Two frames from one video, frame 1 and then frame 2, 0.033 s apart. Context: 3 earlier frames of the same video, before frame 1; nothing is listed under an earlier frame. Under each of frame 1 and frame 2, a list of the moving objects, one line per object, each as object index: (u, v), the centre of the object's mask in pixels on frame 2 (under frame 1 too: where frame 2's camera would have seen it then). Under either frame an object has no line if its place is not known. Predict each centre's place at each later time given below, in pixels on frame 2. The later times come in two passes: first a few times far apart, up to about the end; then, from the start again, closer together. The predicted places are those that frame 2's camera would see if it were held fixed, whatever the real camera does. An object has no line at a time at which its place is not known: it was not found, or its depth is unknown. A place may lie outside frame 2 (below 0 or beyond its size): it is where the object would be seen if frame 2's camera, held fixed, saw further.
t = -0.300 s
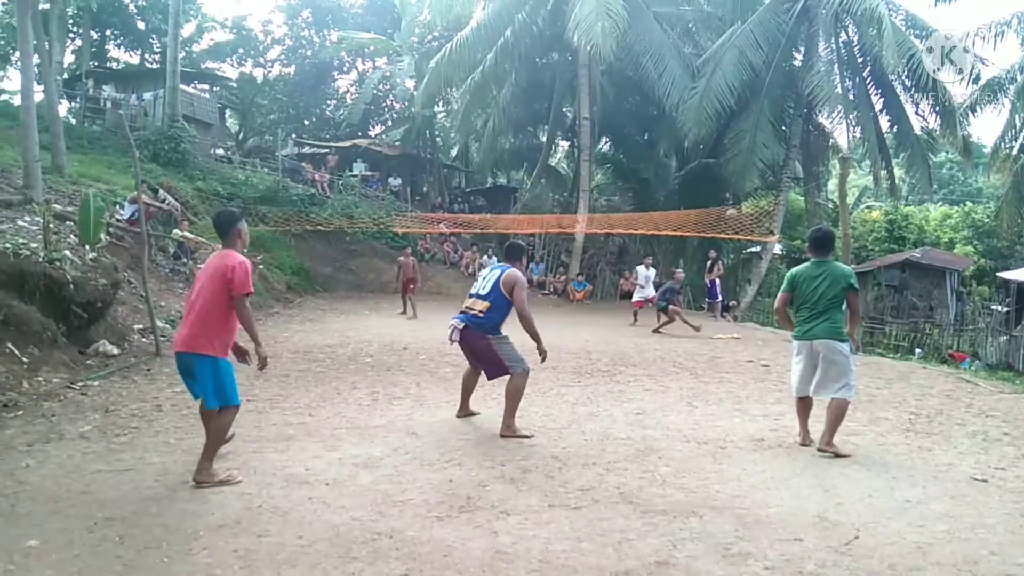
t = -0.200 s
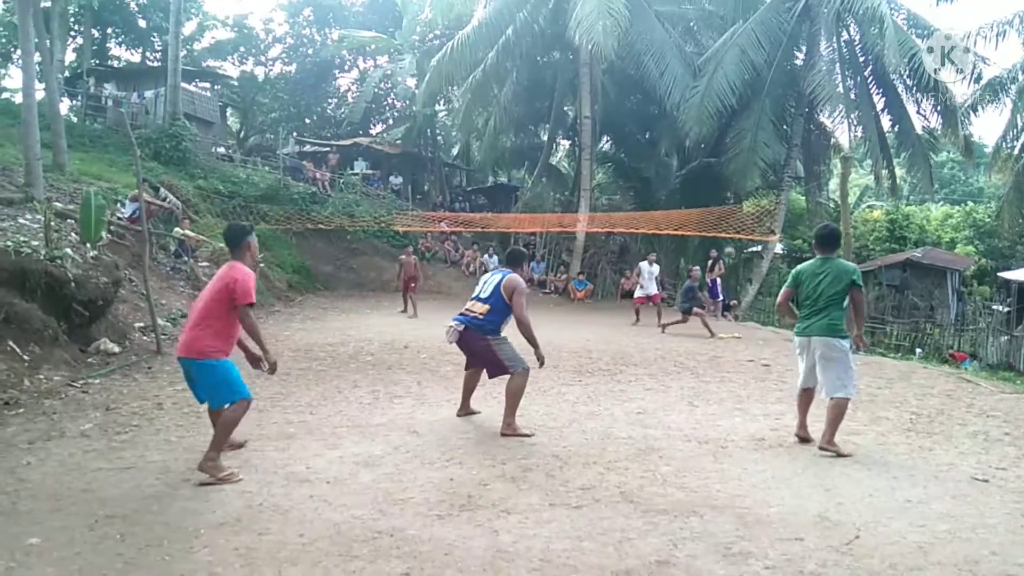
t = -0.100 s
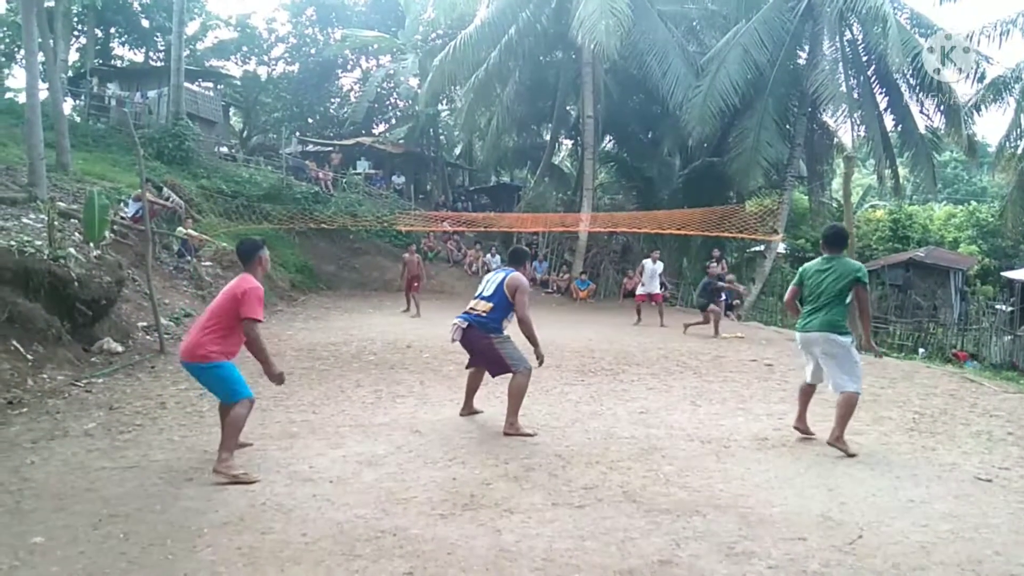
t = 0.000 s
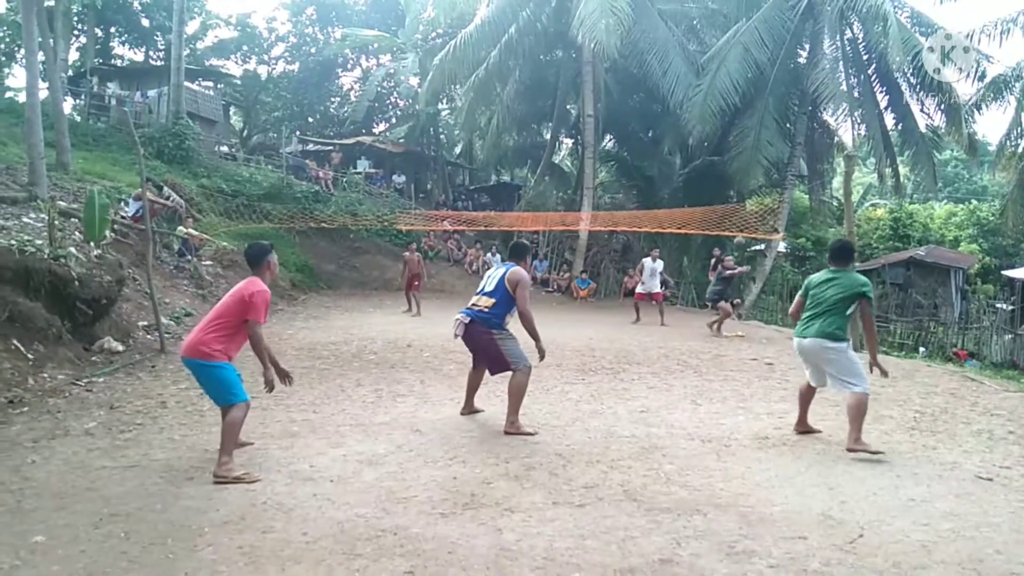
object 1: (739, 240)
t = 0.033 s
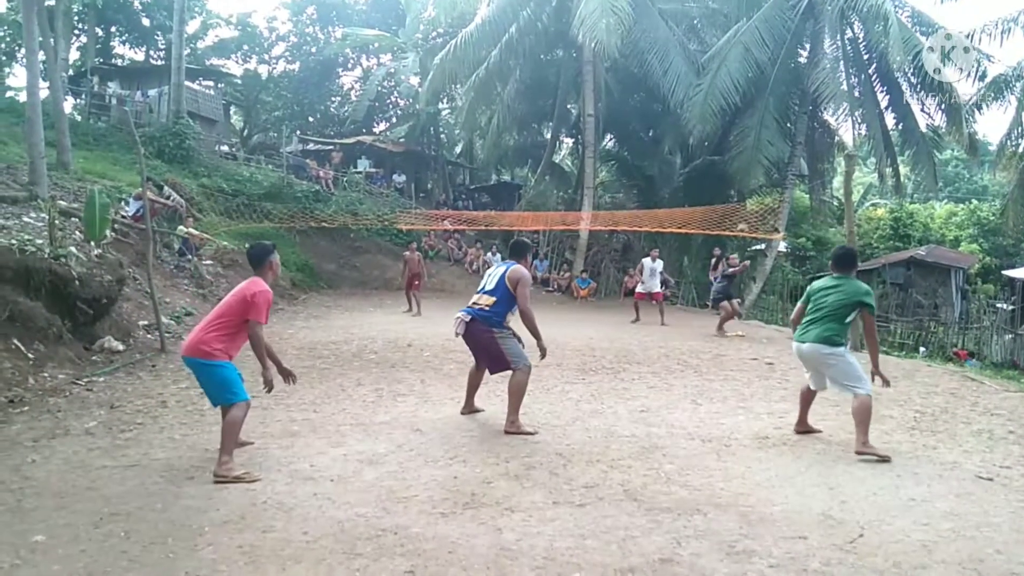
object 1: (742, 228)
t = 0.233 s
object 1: (763, 162)
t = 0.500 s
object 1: (803, 97)
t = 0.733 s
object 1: (859, 89)
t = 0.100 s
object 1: (747, 205)
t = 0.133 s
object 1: (752, 194)
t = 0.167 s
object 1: (756, 182)
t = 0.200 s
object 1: (759, 172)
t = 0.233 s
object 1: (763, 162)
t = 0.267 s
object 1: (767, 151)
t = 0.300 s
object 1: (771, 142)
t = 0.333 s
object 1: (776, 133)
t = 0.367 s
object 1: (782, 126)
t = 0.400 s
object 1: (786, 117)
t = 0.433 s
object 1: (792, 110)
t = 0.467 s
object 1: (797, 103)
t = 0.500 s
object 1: (803, 97)
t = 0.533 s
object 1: (810, 92)
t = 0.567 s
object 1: (814, 90)
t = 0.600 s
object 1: (823, 87)
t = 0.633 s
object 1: (831, 85)
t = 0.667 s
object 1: (840, 85)
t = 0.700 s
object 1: (849, 86)
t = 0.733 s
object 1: (859, 89)
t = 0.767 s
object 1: (869, 94)
